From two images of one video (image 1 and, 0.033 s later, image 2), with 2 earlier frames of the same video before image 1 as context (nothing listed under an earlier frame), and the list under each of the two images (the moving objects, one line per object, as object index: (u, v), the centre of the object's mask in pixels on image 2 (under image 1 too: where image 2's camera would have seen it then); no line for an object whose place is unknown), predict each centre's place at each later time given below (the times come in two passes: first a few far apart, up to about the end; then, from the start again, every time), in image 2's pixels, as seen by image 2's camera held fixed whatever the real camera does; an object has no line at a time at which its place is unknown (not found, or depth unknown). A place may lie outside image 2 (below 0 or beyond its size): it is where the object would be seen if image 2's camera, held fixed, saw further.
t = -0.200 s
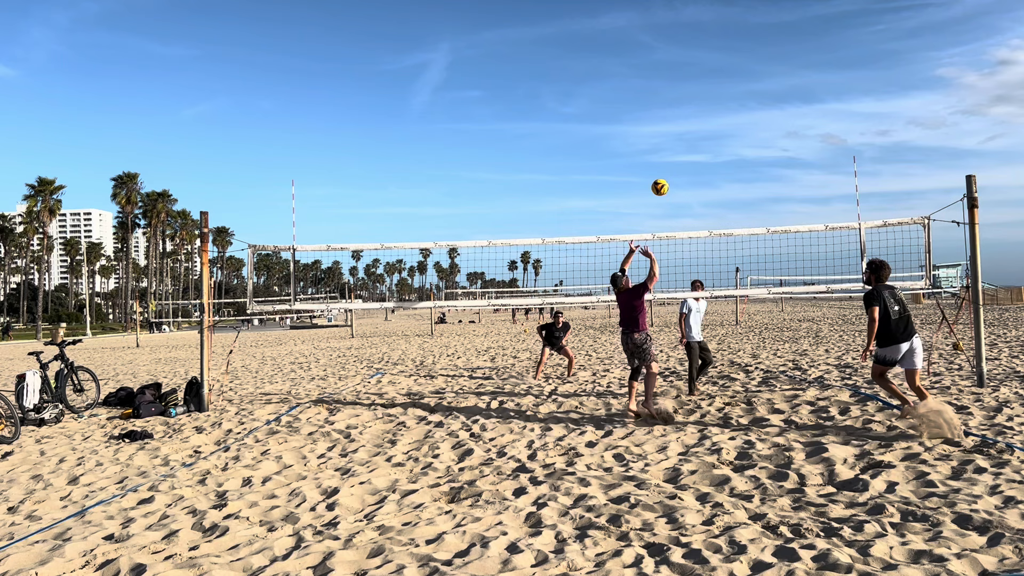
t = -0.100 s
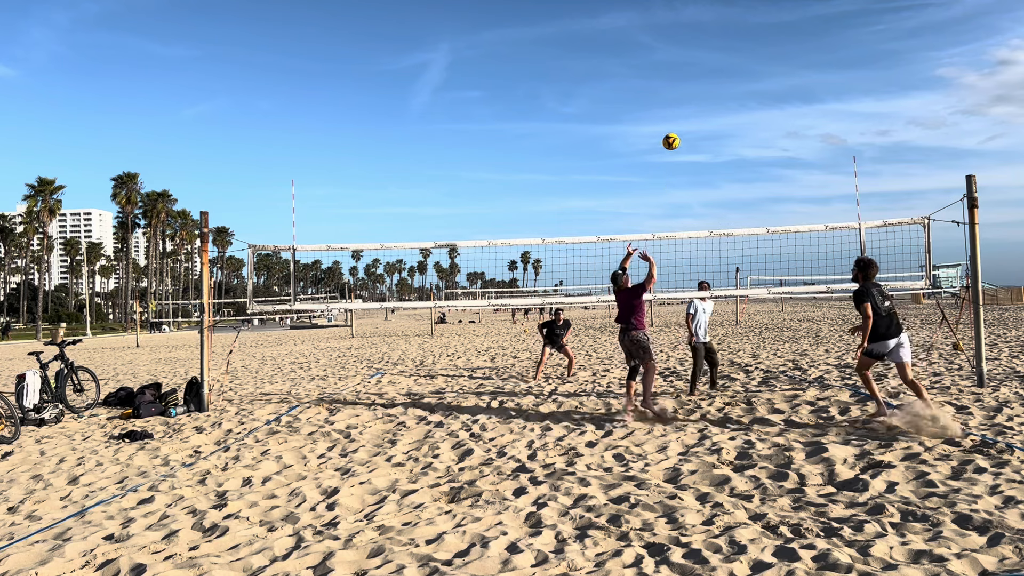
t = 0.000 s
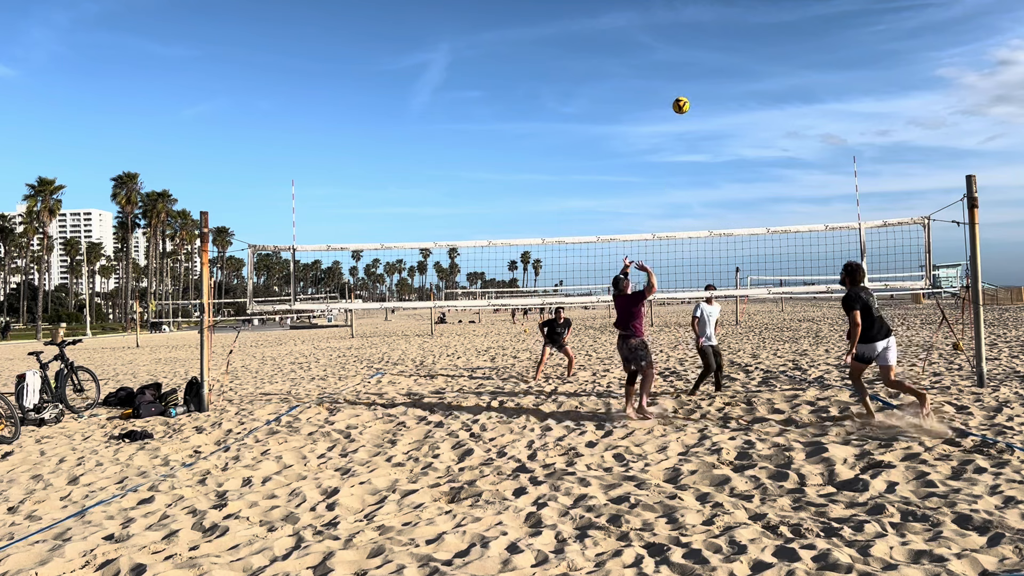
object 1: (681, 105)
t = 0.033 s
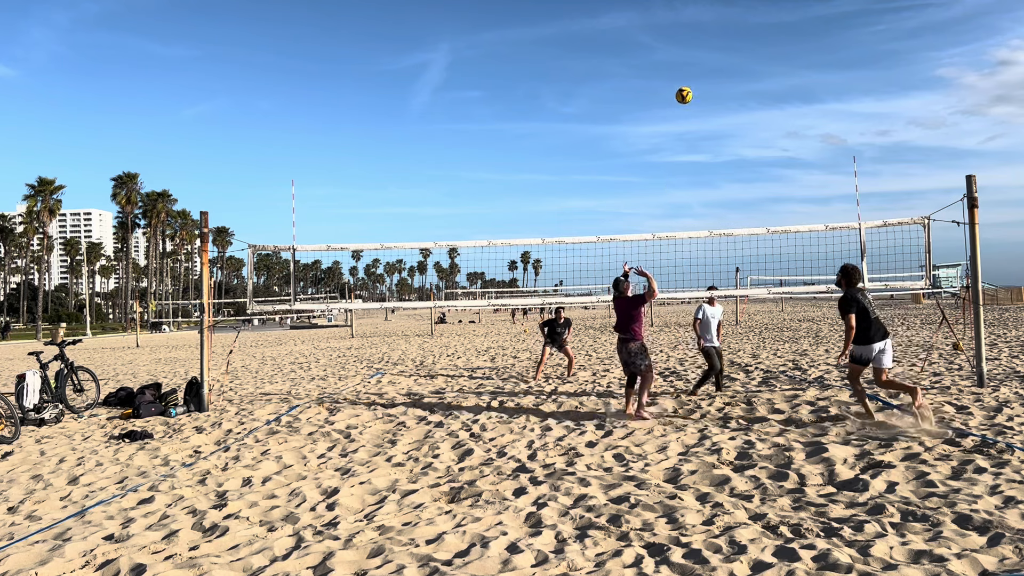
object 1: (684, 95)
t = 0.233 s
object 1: (699, 56)
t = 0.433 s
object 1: (711, 48)
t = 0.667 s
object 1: (720, 77)
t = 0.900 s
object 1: (725, 141)
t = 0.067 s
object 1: (687, 86)
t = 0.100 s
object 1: (690, 78)
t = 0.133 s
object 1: (692, 71)
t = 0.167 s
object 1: (694, 65)
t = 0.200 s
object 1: (697, 60)
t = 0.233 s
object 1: (699, 56)
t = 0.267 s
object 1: (701, 52)
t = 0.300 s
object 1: (703, 50)
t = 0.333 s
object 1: (705, 48)
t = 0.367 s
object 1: (707, 47)
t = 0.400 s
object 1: (709, 47)
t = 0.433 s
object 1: (711, 48)
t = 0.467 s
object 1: (712, 50)
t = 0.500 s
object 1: (714, 52)
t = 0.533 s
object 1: (715, 56)
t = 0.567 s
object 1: (716, 60)
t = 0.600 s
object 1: (717, 65)
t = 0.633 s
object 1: (718, 70)
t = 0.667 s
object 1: (720, 77)
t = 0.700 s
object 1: (720, 84)
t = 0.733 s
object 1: (722, 92)
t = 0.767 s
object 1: (723, 100)
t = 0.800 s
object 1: (723, 110)
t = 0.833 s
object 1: (724, 120)
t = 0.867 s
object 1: (725, 130)
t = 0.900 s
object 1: (725, 141)
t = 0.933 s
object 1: (726, 153)
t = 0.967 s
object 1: (726, 166)
